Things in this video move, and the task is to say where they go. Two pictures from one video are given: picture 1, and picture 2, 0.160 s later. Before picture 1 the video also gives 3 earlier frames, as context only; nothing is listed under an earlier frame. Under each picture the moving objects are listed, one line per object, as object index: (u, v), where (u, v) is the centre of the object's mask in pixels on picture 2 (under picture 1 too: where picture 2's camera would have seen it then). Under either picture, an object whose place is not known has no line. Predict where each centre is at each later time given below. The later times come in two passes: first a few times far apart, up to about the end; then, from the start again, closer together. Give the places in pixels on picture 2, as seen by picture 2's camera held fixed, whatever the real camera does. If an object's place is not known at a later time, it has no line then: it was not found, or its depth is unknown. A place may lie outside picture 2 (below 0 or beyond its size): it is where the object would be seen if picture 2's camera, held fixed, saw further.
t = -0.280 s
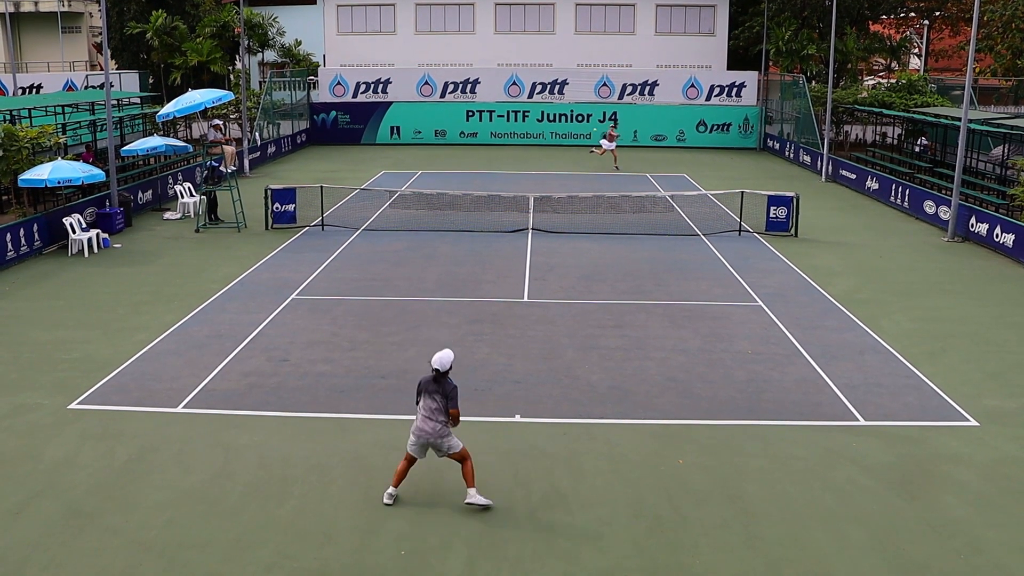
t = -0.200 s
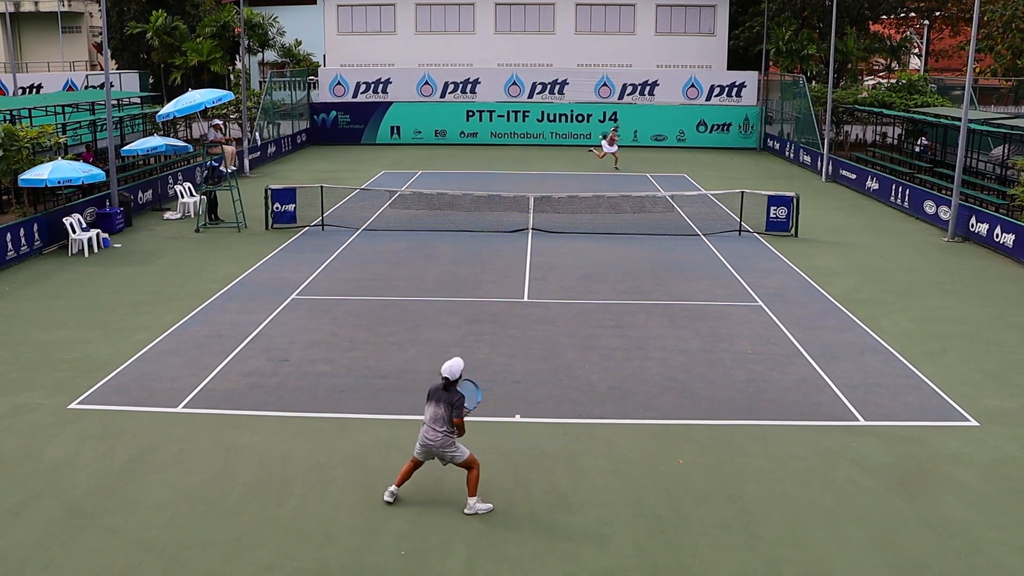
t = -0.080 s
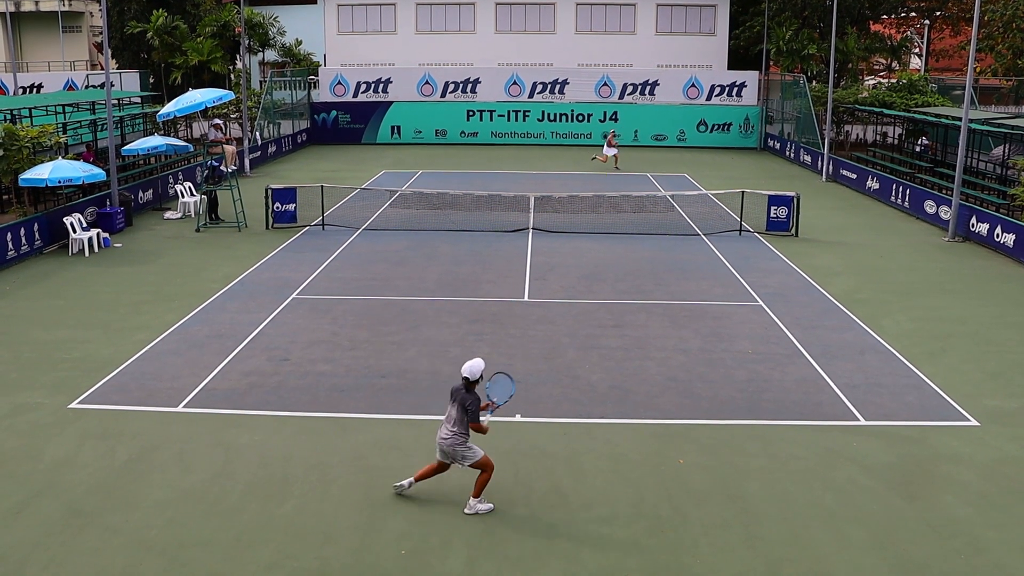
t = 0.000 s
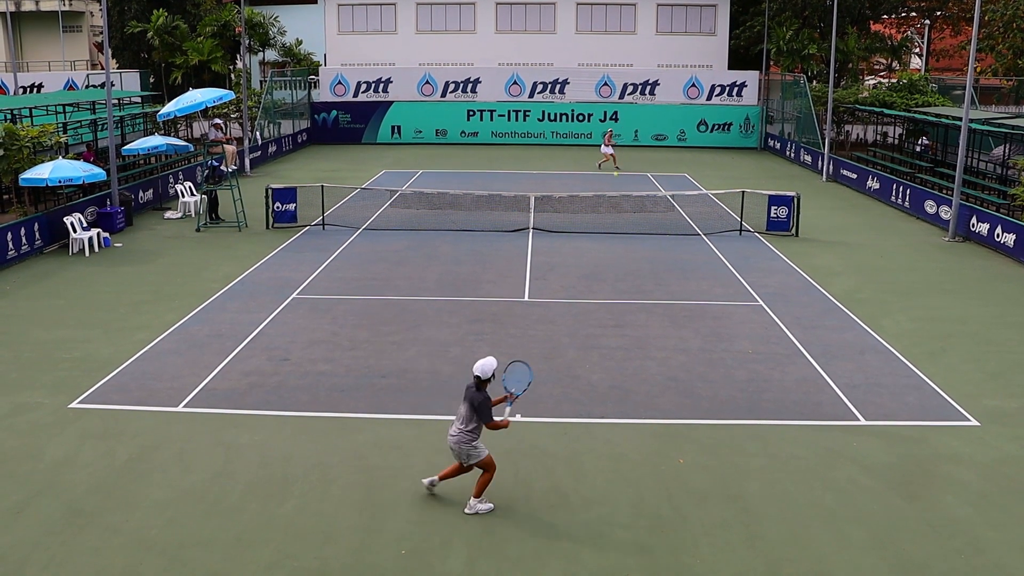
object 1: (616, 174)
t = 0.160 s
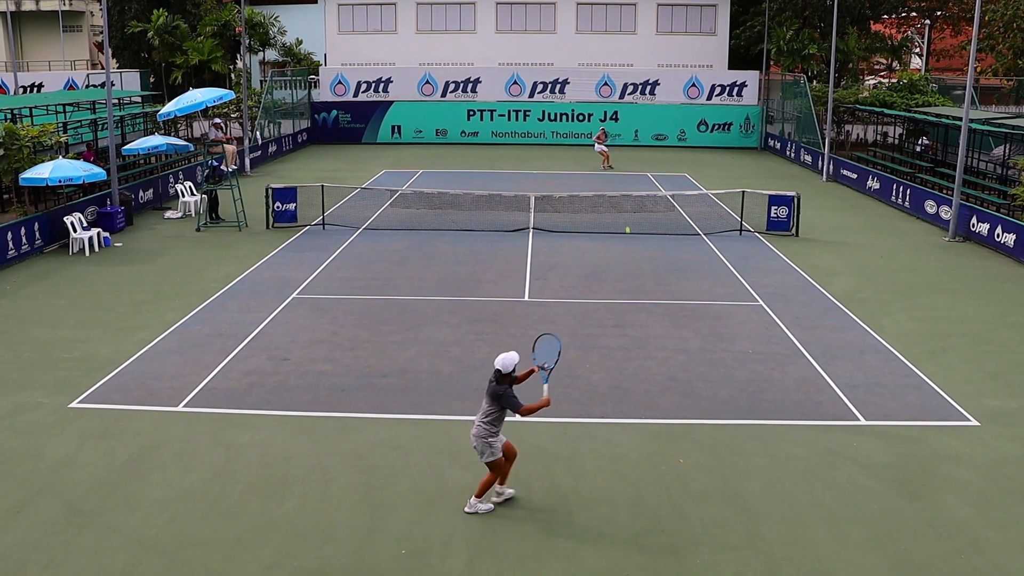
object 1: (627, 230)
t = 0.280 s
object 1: (637, 294)
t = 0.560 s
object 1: (677, 282)
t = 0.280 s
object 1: (637, 294)
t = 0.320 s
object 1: (642, 298)
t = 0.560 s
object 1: (677, 282)
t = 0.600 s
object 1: (684, 283)
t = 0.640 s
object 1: (691, 286)
